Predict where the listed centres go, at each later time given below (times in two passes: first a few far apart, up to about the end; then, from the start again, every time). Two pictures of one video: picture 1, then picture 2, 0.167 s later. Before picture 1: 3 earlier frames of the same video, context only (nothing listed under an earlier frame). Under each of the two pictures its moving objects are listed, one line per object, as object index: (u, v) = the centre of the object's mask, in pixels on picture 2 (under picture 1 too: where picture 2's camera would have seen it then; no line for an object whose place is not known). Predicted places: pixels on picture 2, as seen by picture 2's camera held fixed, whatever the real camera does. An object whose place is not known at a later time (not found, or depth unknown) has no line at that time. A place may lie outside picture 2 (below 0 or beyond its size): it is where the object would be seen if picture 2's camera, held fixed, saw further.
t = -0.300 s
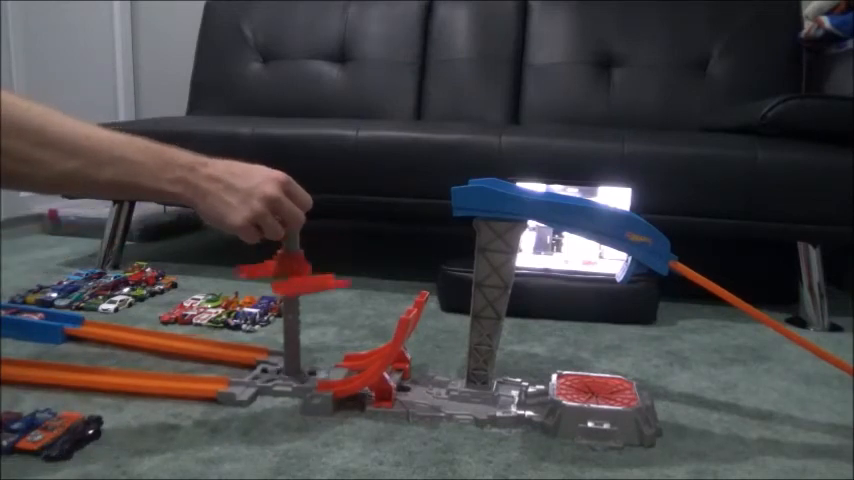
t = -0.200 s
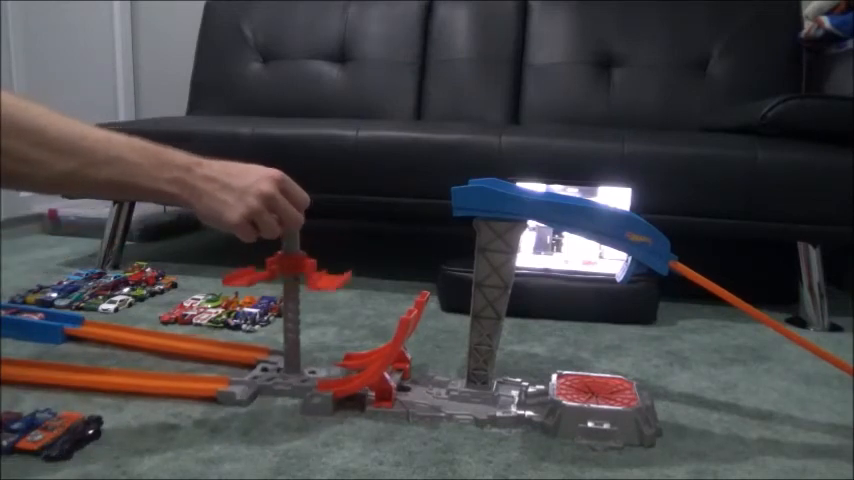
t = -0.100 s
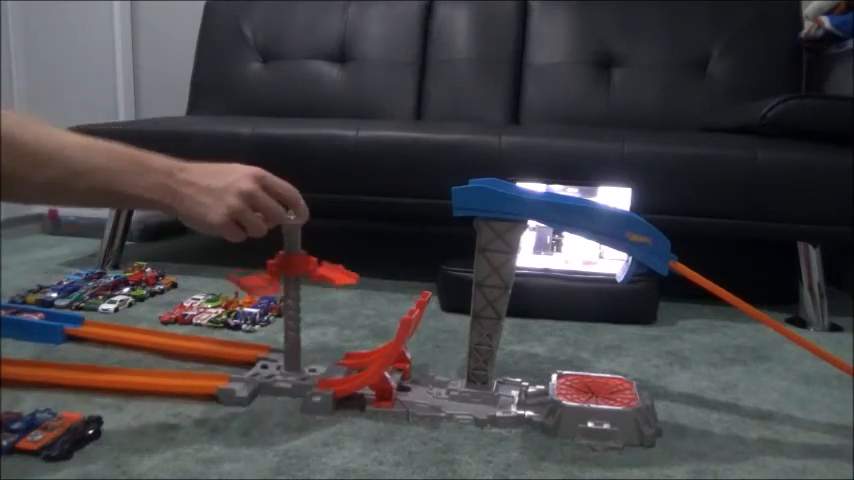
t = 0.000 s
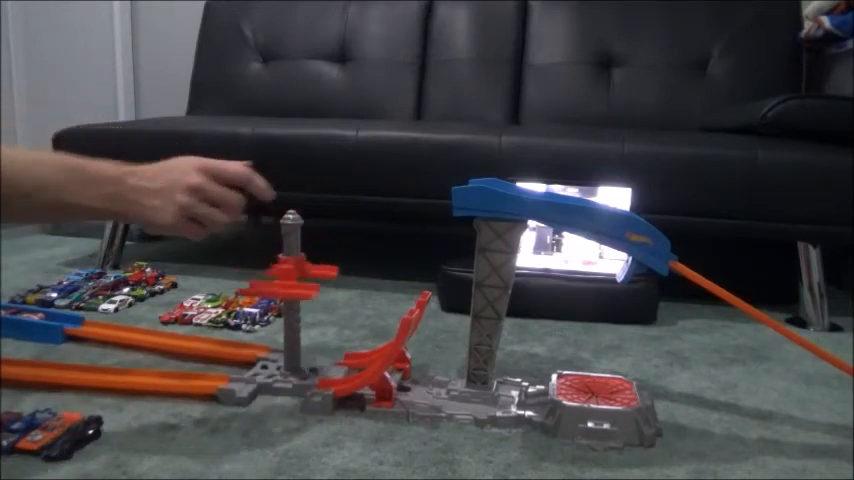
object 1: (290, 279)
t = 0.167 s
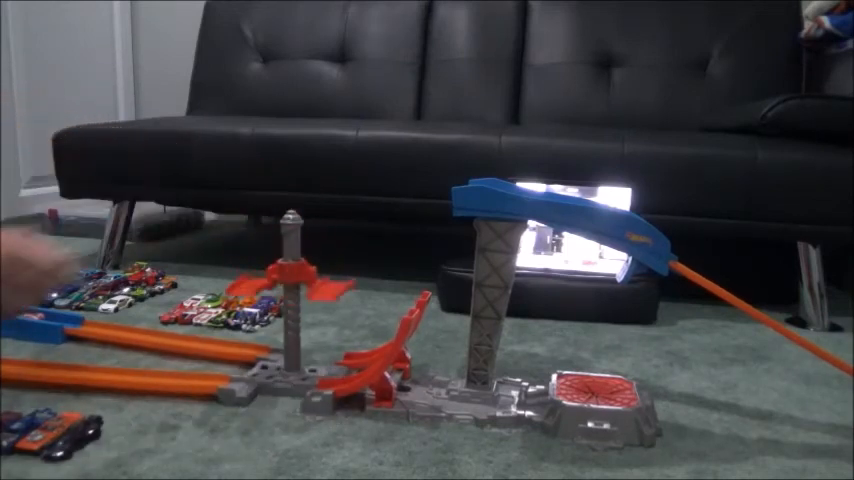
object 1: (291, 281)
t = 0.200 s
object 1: (291, 282)
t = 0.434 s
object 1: (290, 291)
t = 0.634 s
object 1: (292, 302)
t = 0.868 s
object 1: (291, 312)
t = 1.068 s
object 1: (289, 320)
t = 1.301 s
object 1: (293, 331)
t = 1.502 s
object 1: (291, 341)
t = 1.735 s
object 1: (289, 364)
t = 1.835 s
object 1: (289, 374)
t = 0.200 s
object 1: (291, 282)
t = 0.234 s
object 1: (291, 283)
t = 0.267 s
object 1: (290, 285)
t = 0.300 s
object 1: (290, 287)
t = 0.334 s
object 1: (292, 289)
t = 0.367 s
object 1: (292, 291)
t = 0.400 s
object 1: (293, 292)
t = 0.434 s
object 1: (290, 291)
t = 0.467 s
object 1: (290, 291)
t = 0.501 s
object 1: (292, 293)
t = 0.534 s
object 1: (292, 295)
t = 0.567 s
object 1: (289, 298)
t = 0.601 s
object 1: (291, 300)
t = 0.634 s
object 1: (292, 302)
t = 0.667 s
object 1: (292, 302)
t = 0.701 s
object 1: (292, 301)
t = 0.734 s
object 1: (288, 302)
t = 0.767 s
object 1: (290, 304)
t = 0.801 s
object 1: (292, 306)
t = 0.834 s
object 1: (290, 310)
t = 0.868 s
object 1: (291, 312)
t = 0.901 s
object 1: (294, 313)
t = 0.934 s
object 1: (293, 312)
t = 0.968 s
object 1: (290, 313)
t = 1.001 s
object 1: (292, 314)
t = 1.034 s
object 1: (290, 317)
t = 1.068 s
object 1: (289, 320)
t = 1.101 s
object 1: (291, 323)
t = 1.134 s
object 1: (293, 324)
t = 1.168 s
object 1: (291, 322)
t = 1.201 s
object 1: (291, 323)
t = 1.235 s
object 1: (291, 325)
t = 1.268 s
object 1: (292, 328)
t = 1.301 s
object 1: (293, 331)
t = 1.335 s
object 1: (293, 332)
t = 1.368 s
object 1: (292, 332)
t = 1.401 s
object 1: (292, 331)
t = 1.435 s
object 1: (293, 333)
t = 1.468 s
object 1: (290, 338)
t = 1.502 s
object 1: (291, 341)
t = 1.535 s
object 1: (292, 344)
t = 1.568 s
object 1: (293, 343)
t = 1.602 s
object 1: (290, 343)
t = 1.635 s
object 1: (292, 344)
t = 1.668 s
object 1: (290, 350)
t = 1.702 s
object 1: (291, 361)
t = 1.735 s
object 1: (289, 364)
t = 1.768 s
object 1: (291, 367)
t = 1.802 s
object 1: (290, 372)
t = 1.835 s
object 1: (289, 374)
